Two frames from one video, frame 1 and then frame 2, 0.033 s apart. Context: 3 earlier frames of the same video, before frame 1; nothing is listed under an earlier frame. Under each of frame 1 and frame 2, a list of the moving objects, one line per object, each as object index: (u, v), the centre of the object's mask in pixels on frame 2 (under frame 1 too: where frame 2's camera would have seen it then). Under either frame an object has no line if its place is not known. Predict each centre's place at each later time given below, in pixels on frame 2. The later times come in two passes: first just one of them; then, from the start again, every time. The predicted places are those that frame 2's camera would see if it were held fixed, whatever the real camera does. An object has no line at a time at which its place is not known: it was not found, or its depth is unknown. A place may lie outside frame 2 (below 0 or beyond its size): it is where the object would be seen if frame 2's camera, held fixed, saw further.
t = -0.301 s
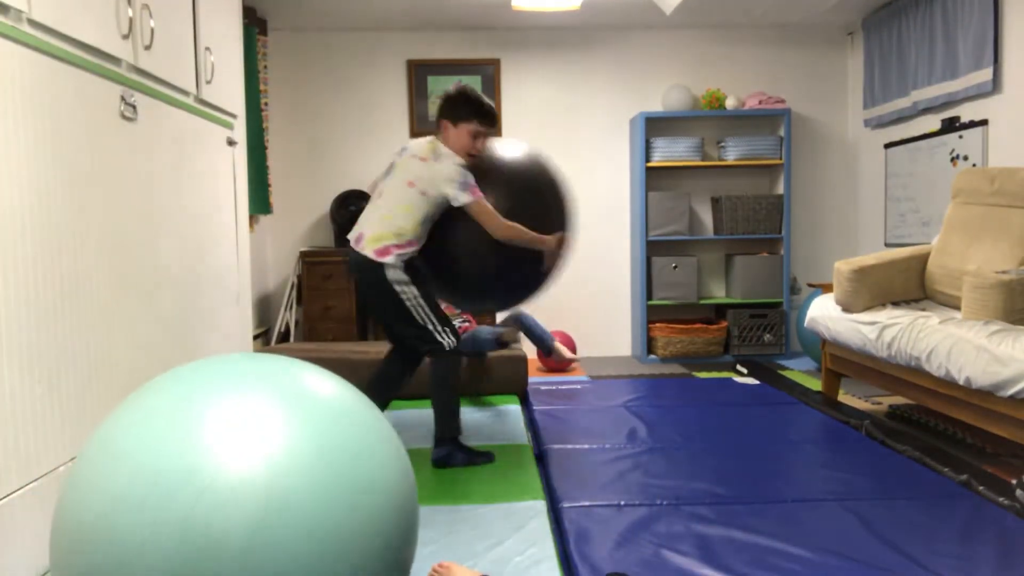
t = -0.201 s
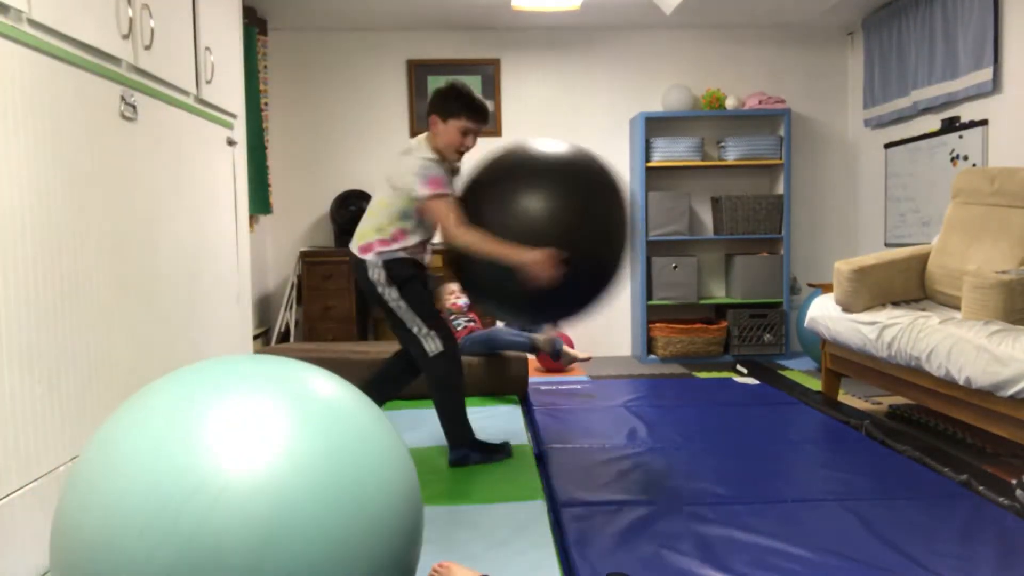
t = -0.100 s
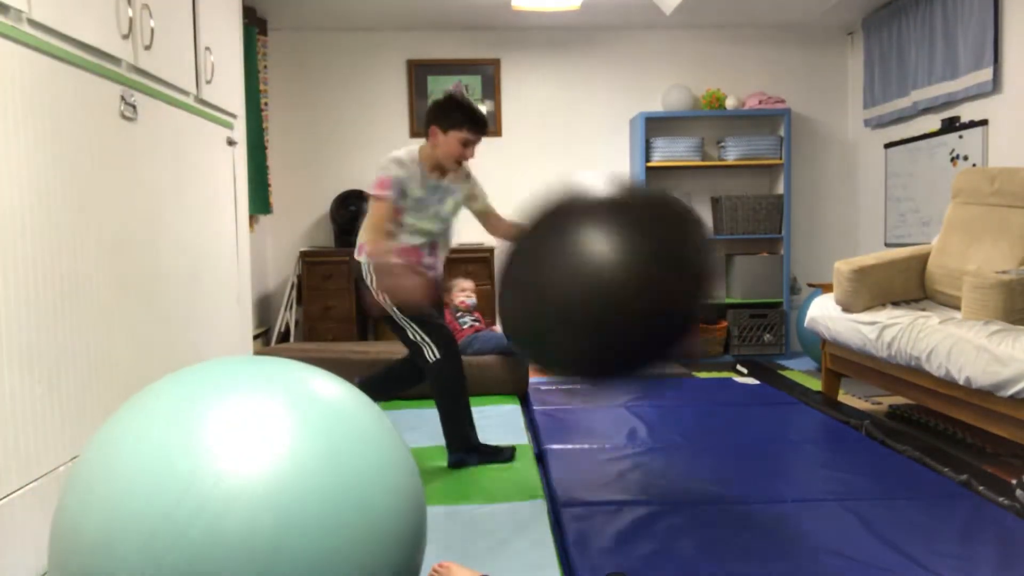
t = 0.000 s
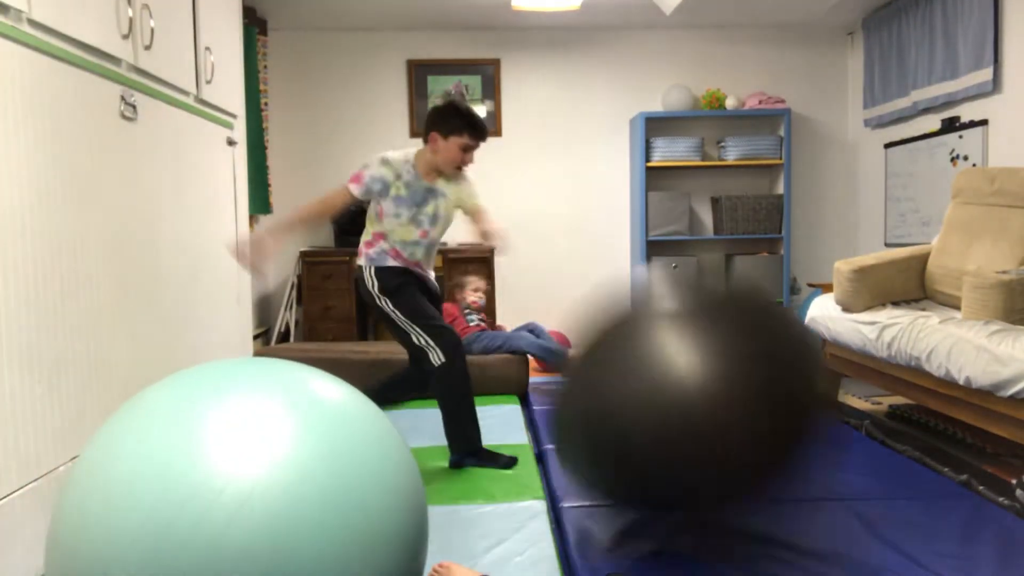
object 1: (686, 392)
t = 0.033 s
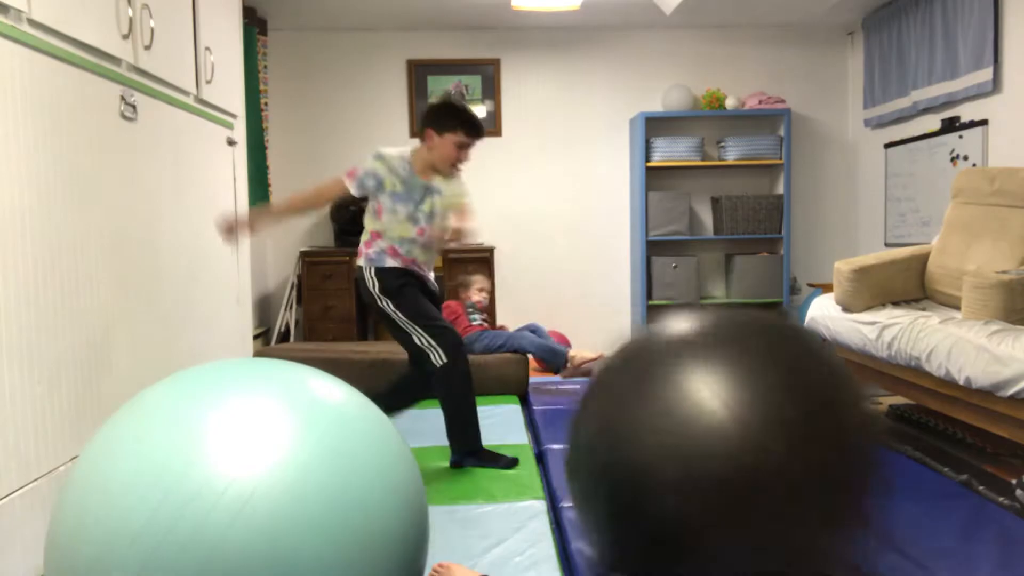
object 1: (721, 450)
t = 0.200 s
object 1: (894, 377)
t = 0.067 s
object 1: (745, 436)
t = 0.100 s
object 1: (769, 401)
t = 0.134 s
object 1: (816, 385)
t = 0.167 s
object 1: (865, 377)
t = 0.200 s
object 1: (894, 377)
